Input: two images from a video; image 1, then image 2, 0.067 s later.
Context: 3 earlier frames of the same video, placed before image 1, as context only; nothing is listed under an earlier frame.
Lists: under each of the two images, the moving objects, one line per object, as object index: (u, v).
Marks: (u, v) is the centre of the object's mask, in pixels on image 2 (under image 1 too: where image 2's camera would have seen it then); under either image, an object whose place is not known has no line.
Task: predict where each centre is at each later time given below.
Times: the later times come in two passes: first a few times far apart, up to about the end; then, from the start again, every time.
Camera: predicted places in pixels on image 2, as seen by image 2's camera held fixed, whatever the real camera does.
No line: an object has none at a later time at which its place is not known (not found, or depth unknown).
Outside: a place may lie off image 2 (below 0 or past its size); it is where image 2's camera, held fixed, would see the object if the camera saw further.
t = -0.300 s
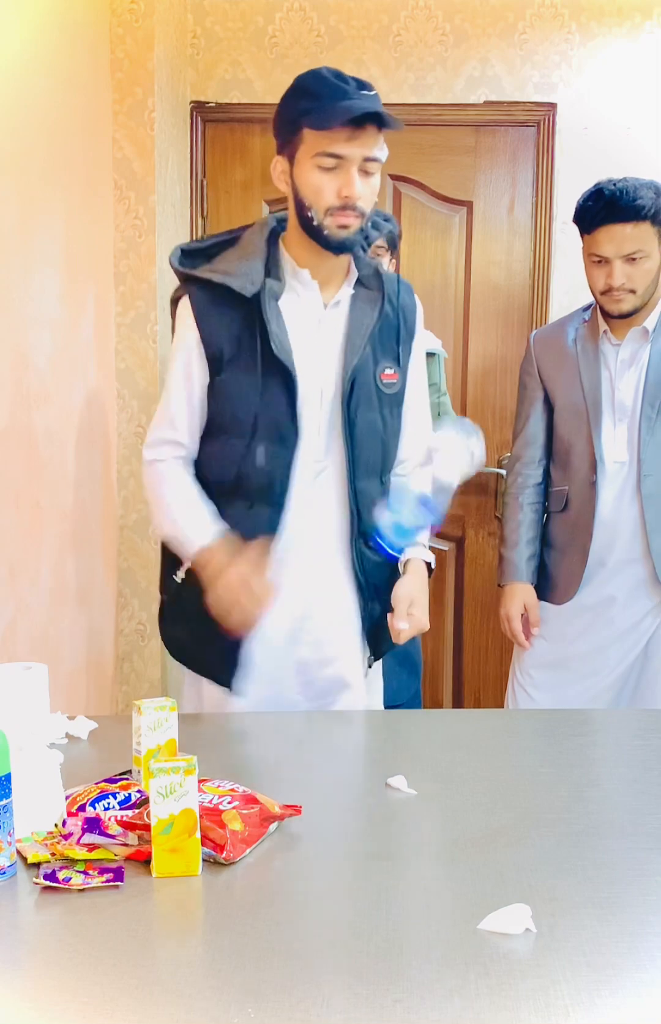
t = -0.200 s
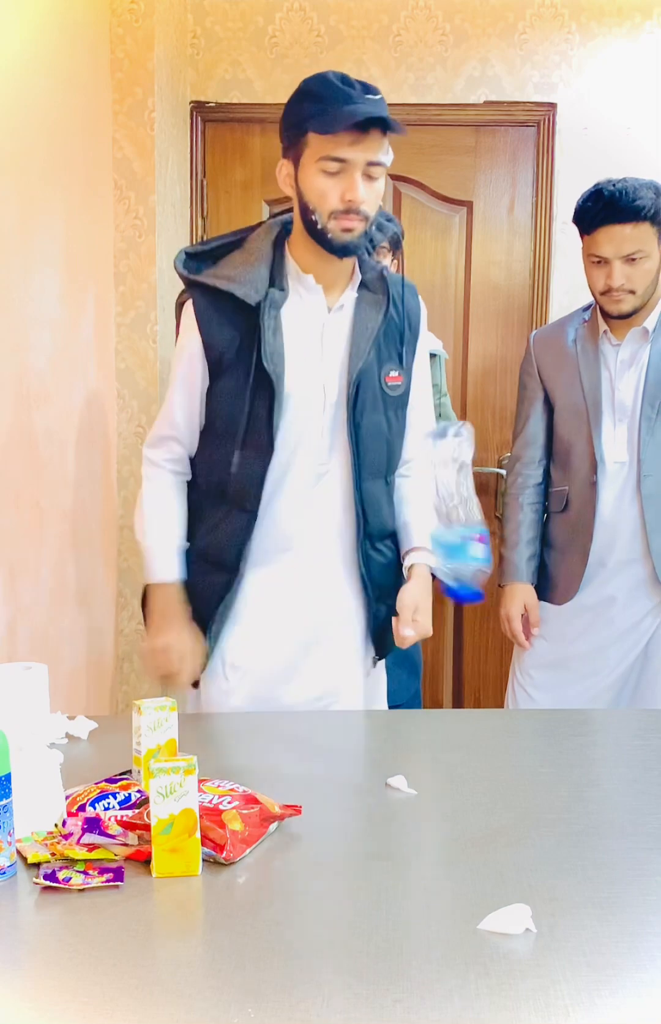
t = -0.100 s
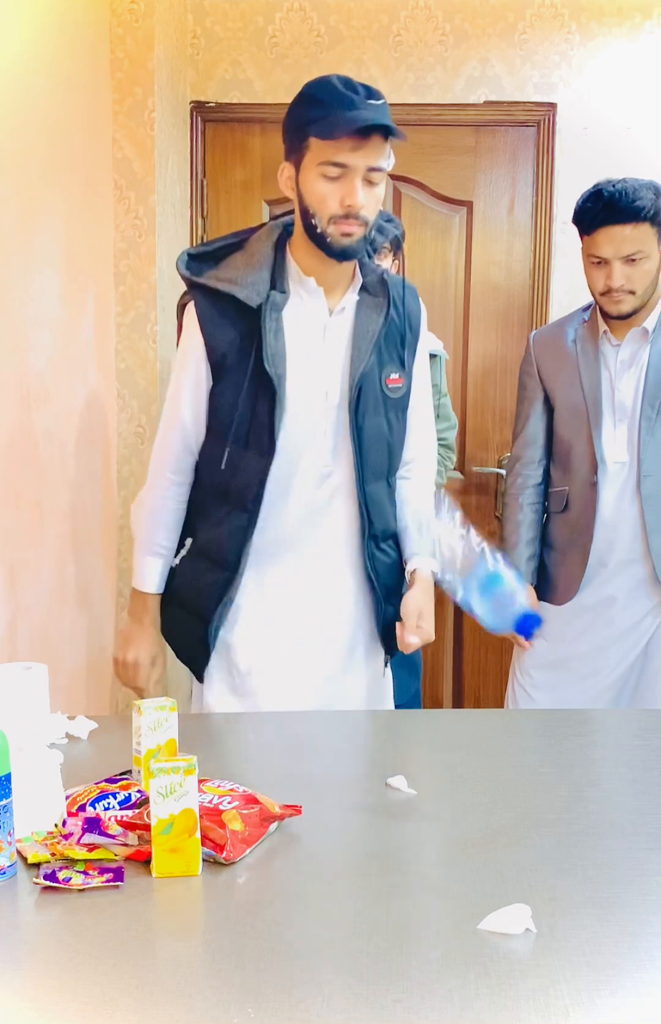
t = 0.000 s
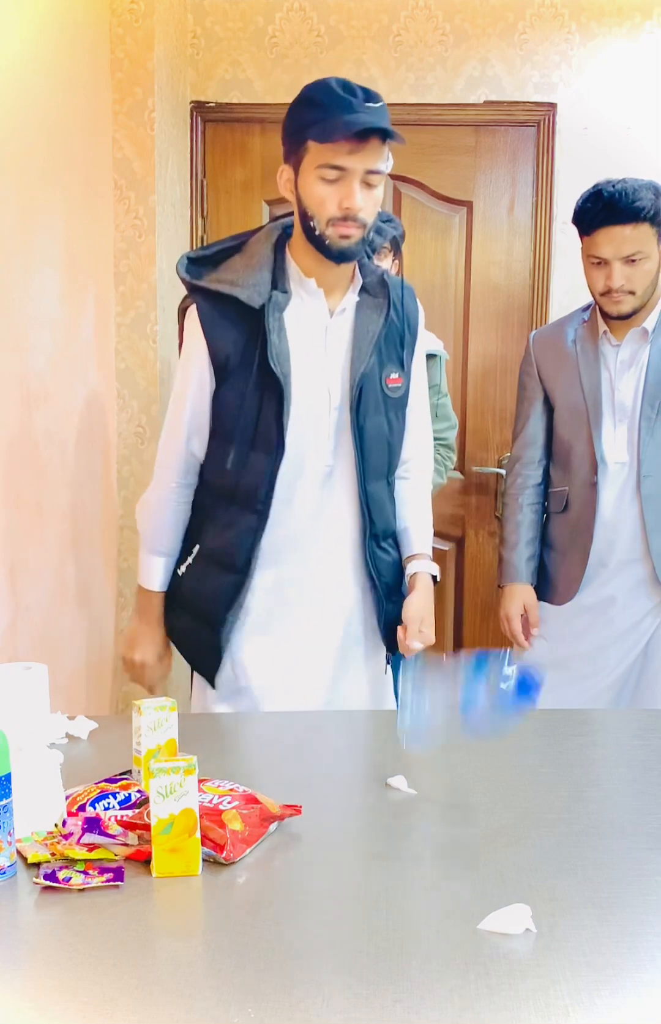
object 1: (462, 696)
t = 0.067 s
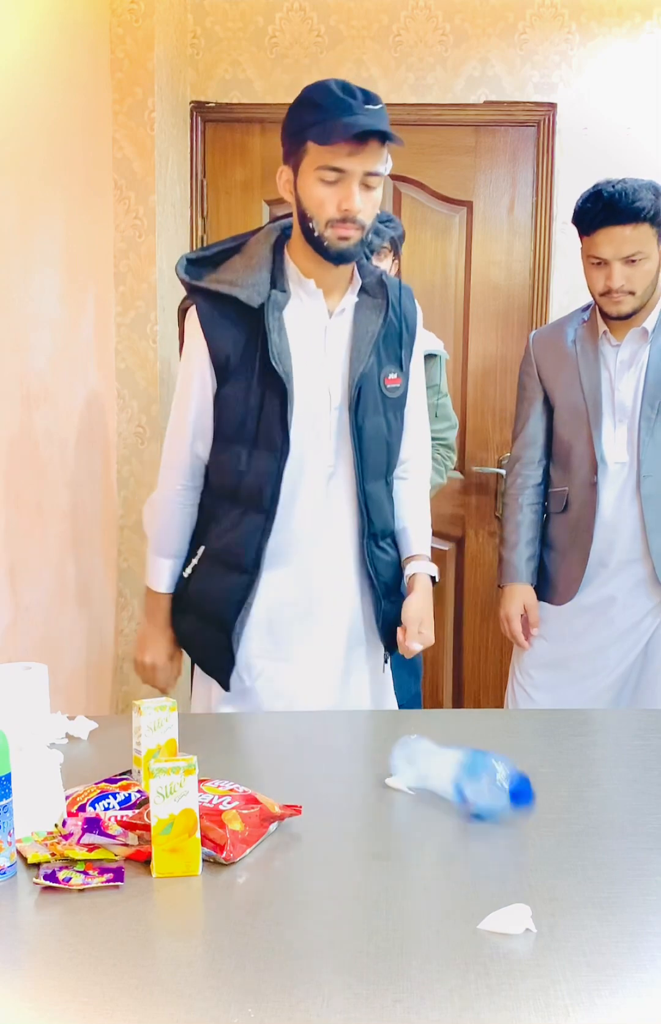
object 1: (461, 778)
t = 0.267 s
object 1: (442, 783)
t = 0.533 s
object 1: (426, 787)
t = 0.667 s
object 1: (414, 791)
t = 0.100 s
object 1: (450, 767)
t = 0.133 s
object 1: (445, 765)
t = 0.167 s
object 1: (447, 769)
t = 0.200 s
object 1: (448, 780)
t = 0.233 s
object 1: (444, 782)
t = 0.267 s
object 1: (442, 783)
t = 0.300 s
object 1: (440, 783)
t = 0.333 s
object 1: (439, 784)
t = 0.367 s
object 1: (437, 784)
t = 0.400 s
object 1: (435, 784)
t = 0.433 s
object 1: (433, 785)
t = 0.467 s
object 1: (430, 785)
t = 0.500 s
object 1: (428, 786)
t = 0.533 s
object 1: (426, 787)
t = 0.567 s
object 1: (424, 788)
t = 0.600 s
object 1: (420, 788)
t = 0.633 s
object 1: (417, 790)
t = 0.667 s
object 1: (414, 791)
